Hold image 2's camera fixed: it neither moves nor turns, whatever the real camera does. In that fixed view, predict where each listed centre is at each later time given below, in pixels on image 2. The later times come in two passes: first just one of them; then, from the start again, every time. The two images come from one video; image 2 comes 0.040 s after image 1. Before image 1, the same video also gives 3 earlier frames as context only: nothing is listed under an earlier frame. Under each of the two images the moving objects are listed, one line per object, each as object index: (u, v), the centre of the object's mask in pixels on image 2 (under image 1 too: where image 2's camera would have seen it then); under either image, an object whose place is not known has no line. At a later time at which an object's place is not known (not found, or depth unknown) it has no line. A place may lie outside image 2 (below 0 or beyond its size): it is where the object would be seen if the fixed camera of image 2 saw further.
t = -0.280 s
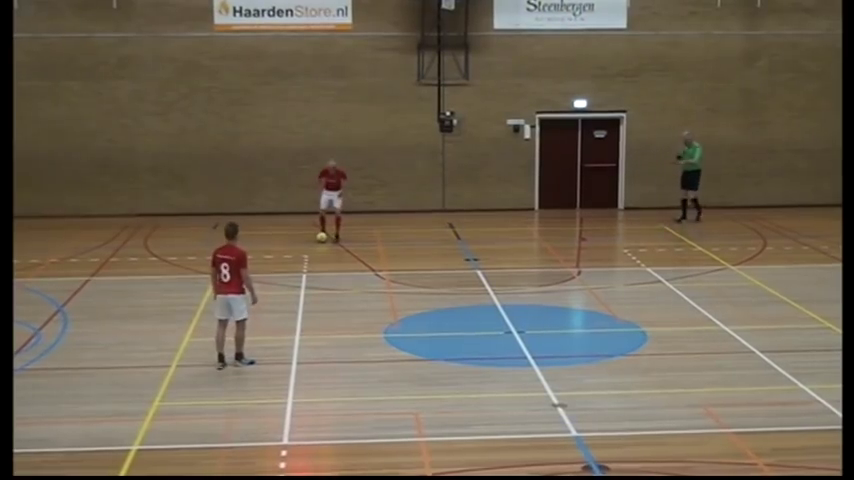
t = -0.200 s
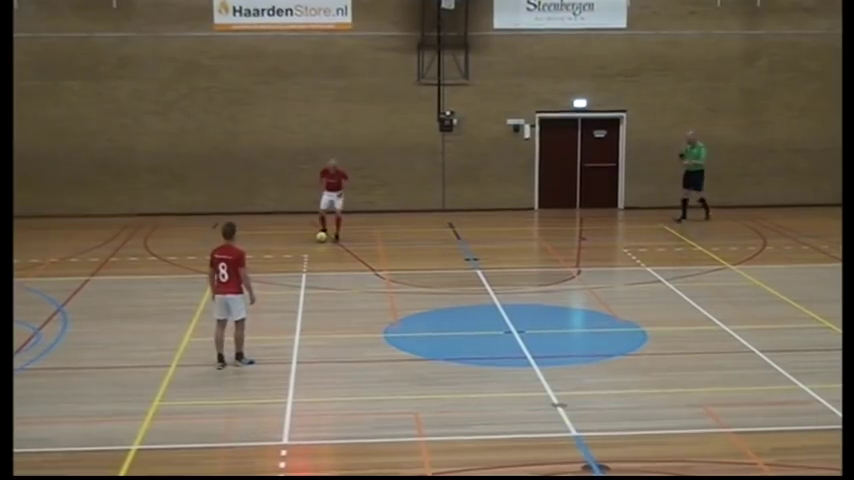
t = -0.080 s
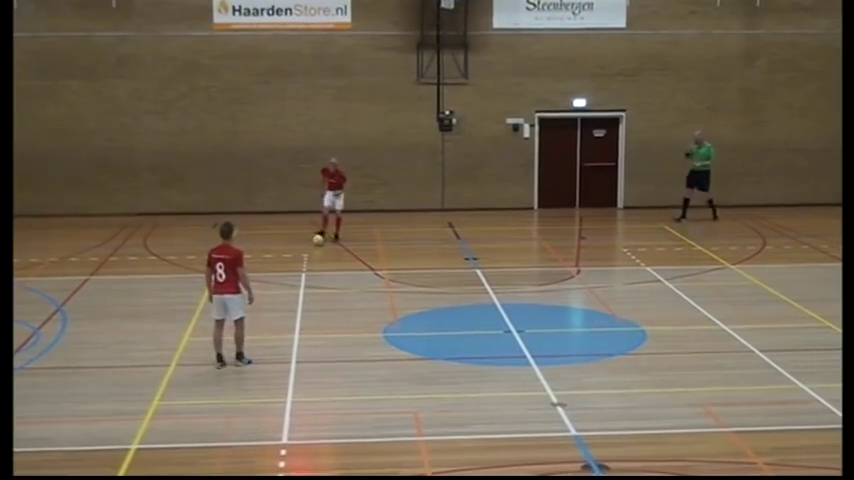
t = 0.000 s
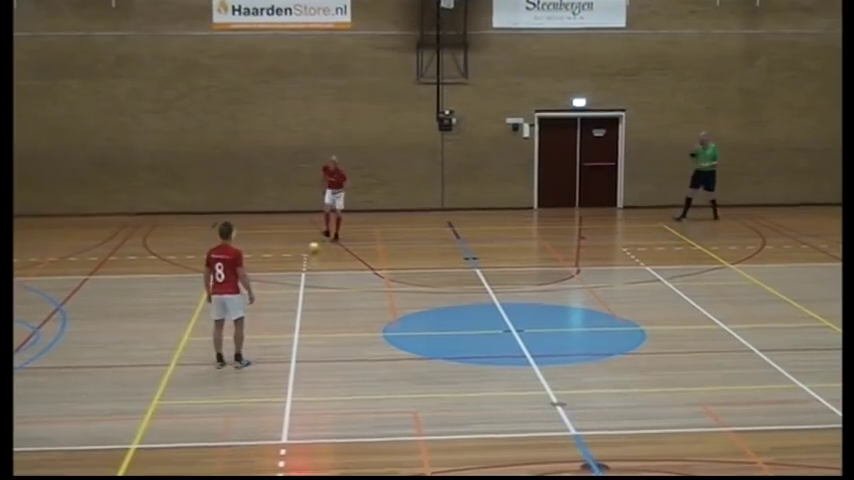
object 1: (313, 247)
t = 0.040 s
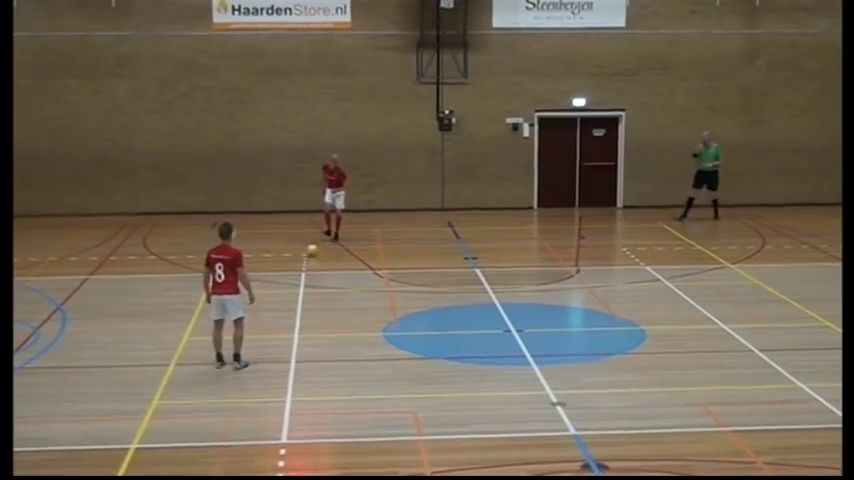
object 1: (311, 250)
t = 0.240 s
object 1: (305, 266)
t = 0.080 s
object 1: (310, 254)
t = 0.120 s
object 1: (310, 257)
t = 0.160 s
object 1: (308, 260)
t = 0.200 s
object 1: (306, 263)
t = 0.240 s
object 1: (305, 266)
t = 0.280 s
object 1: (304, 269)
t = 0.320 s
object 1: (302, 272)
